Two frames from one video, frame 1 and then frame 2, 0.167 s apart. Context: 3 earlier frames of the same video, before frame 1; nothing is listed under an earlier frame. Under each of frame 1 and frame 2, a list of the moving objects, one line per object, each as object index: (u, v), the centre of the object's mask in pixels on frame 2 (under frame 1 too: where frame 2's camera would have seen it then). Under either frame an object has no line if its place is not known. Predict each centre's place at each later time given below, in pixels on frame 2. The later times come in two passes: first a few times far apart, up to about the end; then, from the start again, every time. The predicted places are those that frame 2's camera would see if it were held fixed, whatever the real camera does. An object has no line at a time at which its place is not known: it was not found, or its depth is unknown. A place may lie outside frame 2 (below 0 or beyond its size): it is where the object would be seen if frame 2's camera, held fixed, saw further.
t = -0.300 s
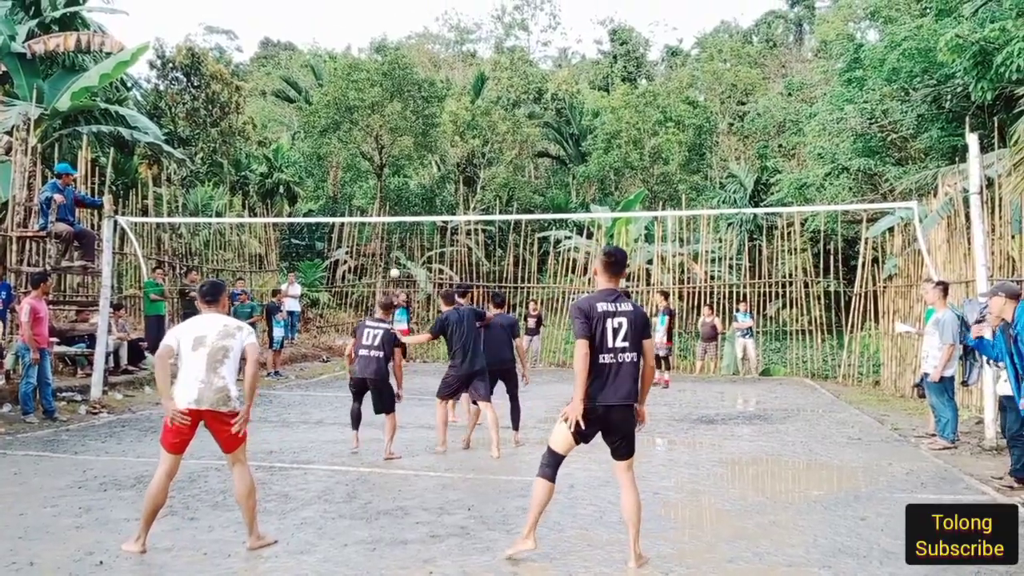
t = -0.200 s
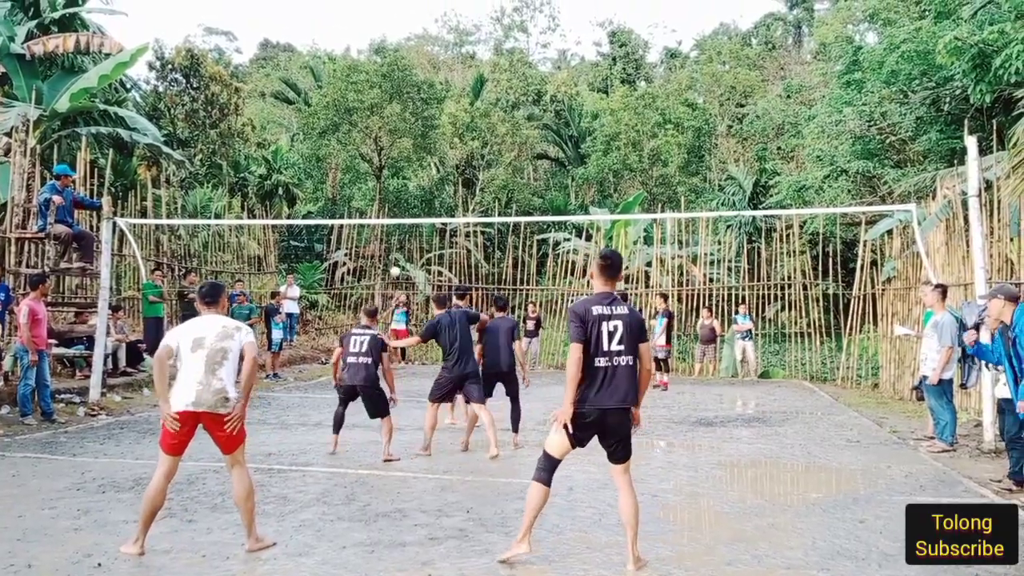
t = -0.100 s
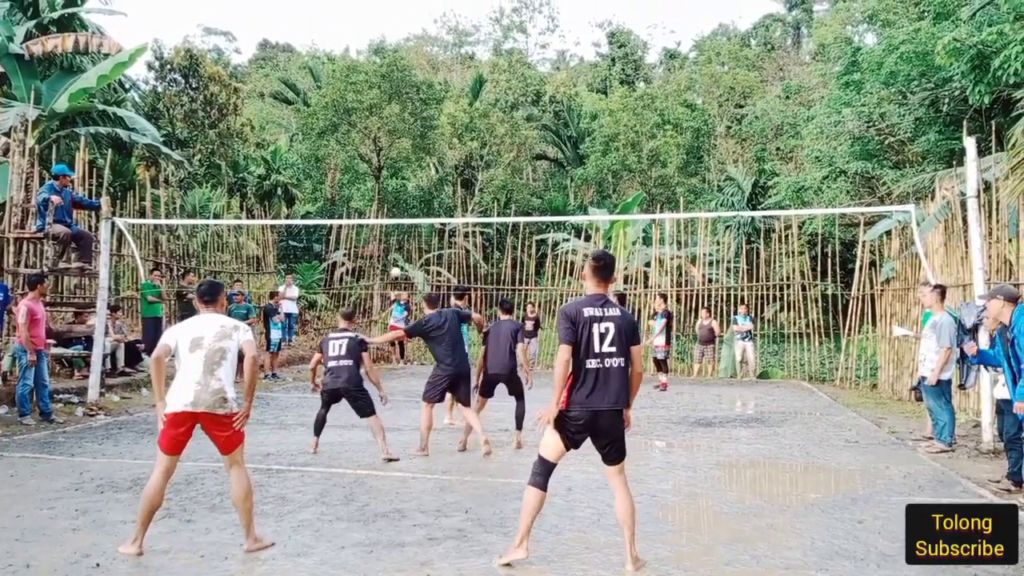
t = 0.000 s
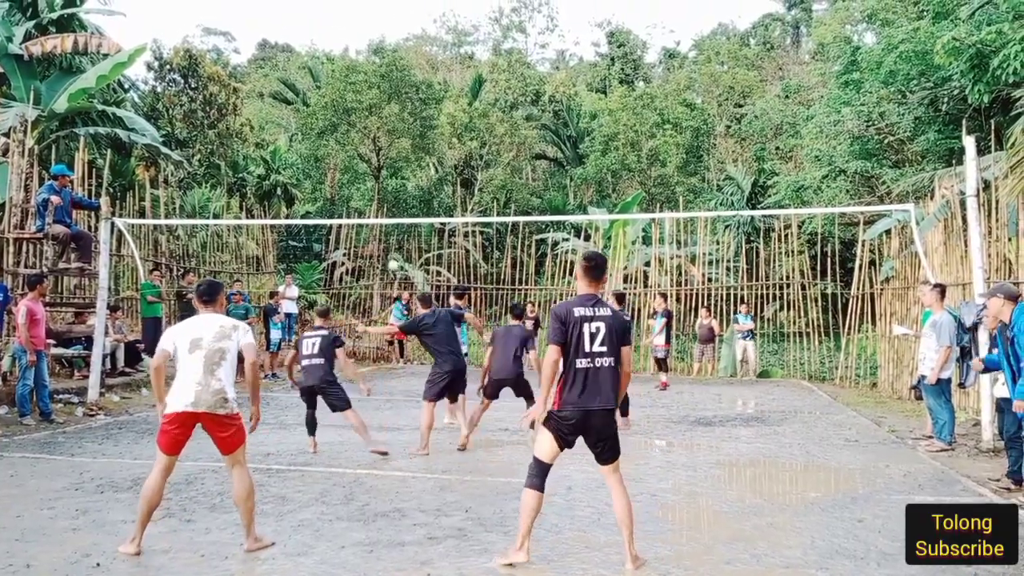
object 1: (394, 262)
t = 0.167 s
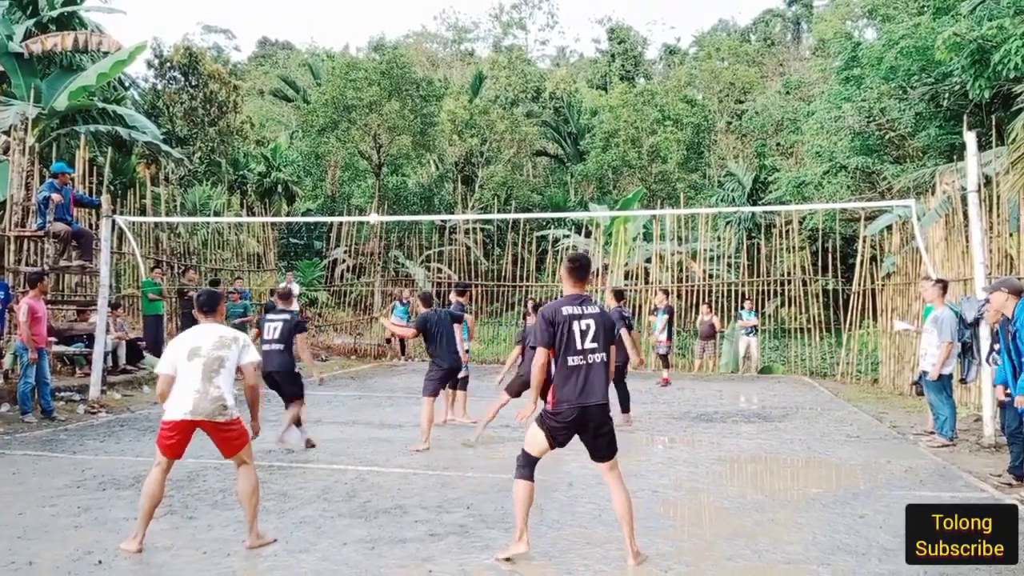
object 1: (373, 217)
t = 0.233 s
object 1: (364, 202)
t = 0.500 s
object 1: (316, 144)
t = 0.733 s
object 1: (254, 106)
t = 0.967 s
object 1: (162, 97)
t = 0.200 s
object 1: (368, 210)
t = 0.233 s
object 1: (364, 202)
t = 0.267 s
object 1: (359, 194)
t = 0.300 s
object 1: (354, 186)
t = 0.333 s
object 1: (349, 178)
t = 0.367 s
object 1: (343, 171)
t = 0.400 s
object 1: (337, 164)
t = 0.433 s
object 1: (331, 158)
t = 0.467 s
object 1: (324, 151)
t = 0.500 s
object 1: (316, 144)
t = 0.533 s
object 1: (309, 138)
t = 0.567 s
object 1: (301, 131)
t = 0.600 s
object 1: (293, 126)
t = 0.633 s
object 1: (284, 120)
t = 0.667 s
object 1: (275, 115)
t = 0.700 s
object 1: (264, 110)
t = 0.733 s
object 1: (254, 106)
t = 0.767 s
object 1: (242, 102)
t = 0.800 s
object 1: (231, 100)
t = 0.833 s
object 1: (219, 98)
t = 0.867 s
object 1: (206, 96)
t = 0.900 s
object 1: (192, 96)
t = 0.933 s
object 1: (177, 96)
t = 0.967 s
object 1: (162, 97)
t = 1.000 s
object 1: (145, 100)
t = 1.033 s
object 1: (127, 102)
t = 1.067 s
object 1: (107, 108)
